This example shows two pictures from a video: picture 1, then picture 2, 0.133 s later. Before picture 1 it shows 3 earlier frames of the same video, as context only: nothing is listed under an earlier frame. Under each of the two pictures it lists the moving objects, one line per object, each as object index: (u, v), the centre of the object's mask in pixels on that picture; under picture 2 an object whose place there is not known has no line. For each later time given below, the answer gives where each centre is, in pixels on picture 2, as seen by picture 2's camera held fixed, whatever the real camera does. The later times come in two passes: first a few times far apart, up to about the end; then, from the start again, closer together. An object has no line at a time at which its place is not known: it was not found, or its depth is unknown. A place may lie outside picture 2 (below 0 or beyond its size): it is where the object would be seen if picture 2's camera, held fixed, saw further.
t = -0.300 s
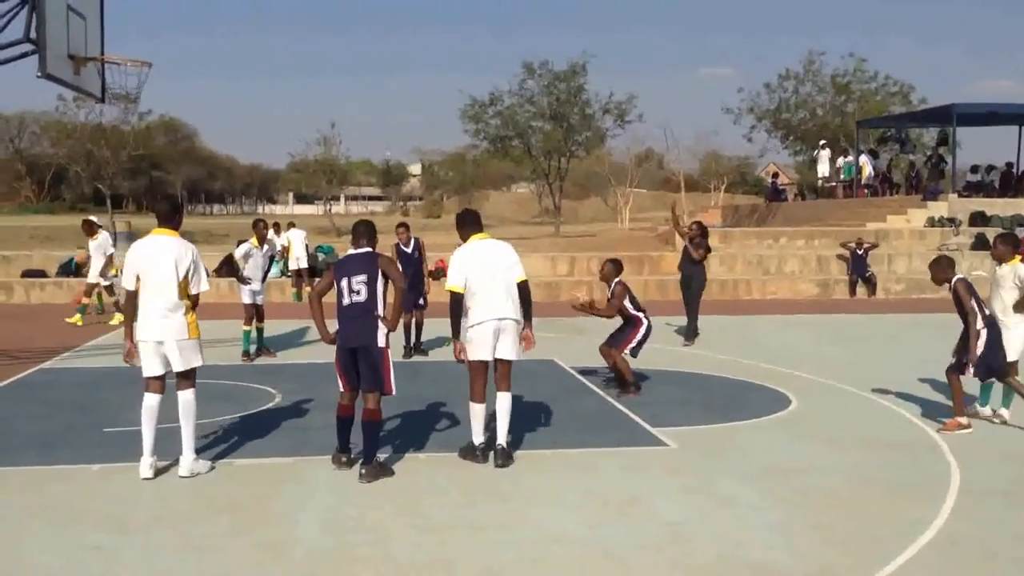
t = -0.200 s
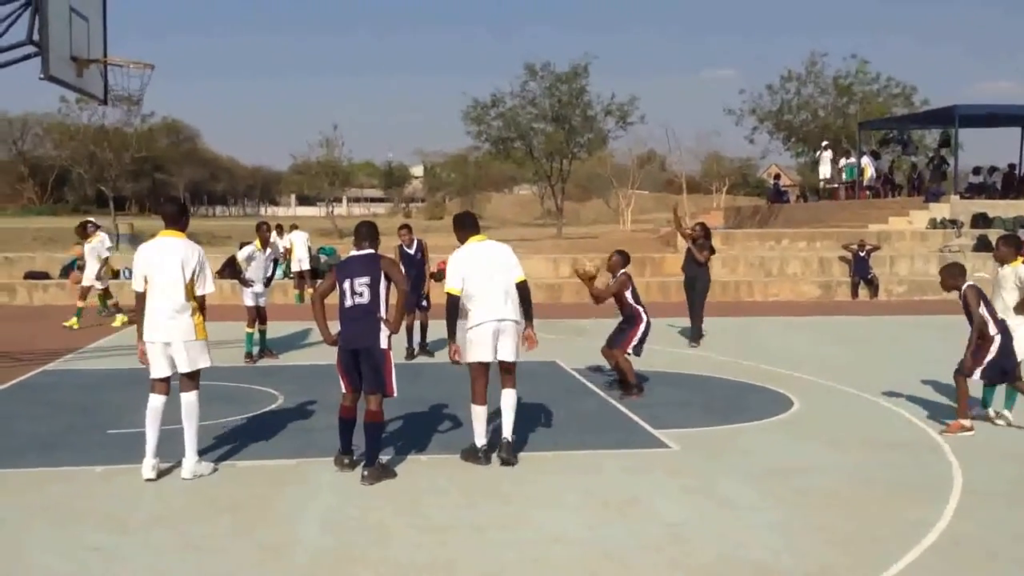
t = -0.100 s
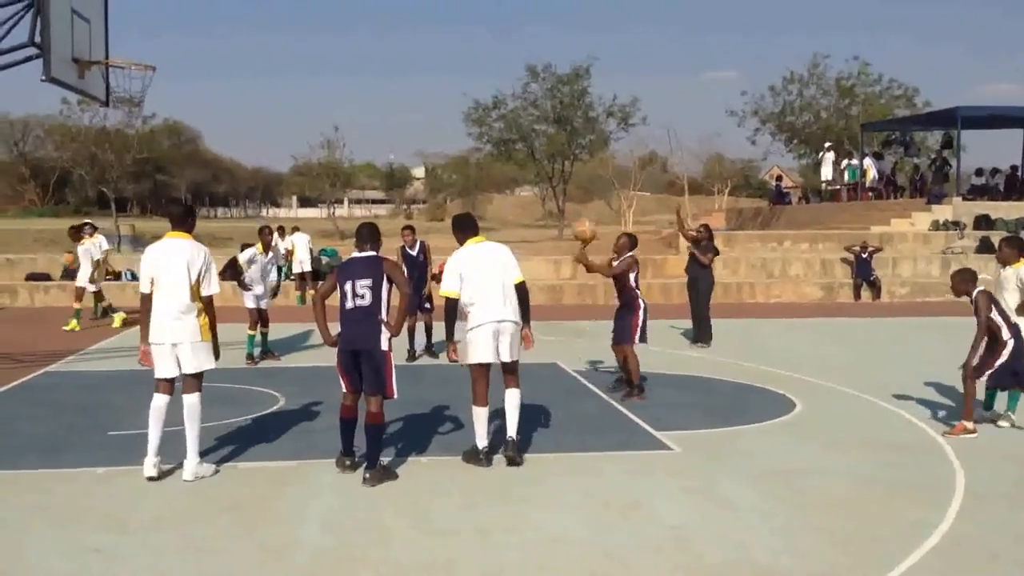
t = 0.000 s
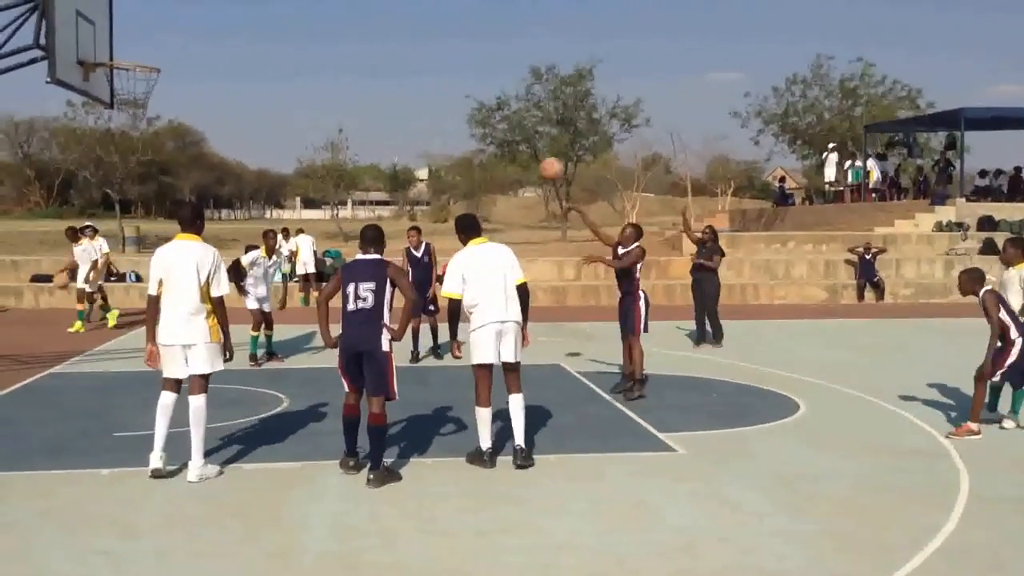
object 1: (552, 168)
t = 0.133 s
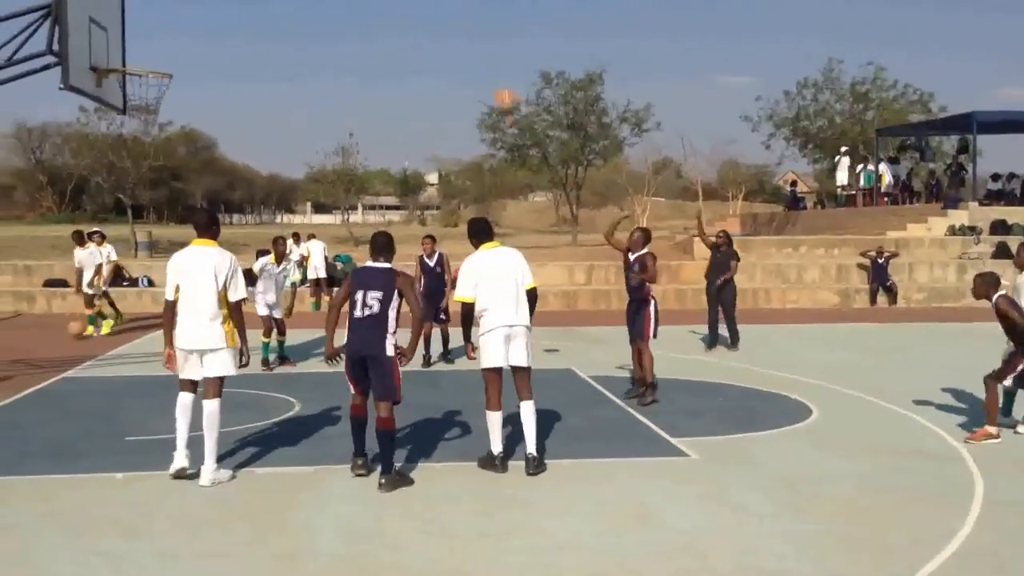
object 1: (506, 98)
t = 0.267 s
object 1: (447, 44)
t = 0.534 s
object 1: (328, -12)
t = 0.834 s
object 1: (193, 4)
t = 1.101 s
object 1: (109, 17)
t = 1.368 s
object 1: (128, -14)
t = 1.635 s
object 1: (147, 30)
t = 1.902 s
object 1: (141, 92)
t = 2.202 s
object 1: (141, 101)
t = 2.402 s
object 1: (155, 134)
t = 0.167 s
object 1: (492, 86)
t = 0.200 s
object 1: (477, 70)
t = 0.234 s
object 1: (462, 56)
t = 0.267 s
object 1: (447, 44)
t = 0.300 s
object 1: (432, 32)
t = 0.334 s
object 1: (418, 22)
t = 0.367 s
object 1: (403, 13)
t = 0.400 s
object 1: (388, 4)
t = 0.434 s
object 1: (373, -3)
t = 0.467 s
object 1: (358, -7)
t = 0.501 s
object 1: (343, -9)
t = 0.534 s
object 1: (328, -12)
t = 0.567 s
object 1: (314, -13)
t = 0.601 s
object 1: (298, -15)
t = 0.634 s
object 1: (283, -16)
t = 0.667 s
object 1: (268, -16)
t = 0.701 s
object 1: (252, -15)
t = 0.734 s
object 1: (238, -13)
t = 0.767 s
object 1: (223, -10)
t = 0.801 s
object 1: (208, -4)
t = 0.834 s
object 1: (193, 4)
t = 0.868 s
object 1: (178, 12)
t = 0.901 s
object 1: (163, 23)
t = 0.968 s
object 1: (133, 47)
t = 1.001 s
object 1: (120, 56)
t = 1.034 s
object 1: (116, 41)
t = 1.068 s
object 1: (112, 28)
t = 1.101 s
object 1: (109, 17)
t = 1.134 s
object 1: (113, 7)
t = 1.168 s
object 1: (115, 0)
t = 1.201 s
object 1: (118, -6)
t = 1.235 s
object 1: (120, -11)
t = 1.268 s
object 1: (122, -13)
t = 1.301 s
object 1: (124, -14)
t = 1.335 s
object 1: (126, -15)
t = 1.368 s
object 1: (128, -14)
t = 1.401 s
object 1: (130, -13)
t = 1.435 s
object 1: (132, -11)
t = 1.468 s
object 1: (135, -9)
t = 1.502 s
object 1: (136, -5)
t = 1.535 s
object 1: (139, 2)
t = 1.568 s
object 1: (141, 10)
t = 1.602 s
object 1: (143, 19)
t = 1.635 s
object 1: (147, 30)
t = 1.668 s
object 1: (150, 41)
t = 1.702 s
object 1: (152, 55)
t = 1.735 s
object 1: (154, 67)
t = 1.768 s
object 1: (149, 75)
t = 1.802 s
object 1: (146, 83)
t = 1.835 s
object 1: (142, 92)
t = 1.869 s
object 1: (141, 93)
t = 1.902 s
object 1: (141, 92)
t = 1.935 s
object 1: (135, 90)
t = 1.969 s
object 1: (134, 89)
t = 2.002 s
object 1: (134, 89)
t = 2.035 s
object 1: (134, 91)
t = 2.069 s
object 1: (134, 92)
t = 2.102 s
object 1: (135, 93)
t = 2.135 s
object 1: (137, 94)
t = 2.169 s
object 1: (140, 98)
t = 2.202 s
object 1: (141, 101)
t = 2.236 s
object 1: (144, 105)
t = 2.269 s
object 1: (147, 110)
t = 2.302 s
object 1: (149, 113)
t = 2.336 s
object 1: (150, 121)
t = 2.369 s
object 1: (154, 127)
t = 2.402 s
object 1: (155, 134)
